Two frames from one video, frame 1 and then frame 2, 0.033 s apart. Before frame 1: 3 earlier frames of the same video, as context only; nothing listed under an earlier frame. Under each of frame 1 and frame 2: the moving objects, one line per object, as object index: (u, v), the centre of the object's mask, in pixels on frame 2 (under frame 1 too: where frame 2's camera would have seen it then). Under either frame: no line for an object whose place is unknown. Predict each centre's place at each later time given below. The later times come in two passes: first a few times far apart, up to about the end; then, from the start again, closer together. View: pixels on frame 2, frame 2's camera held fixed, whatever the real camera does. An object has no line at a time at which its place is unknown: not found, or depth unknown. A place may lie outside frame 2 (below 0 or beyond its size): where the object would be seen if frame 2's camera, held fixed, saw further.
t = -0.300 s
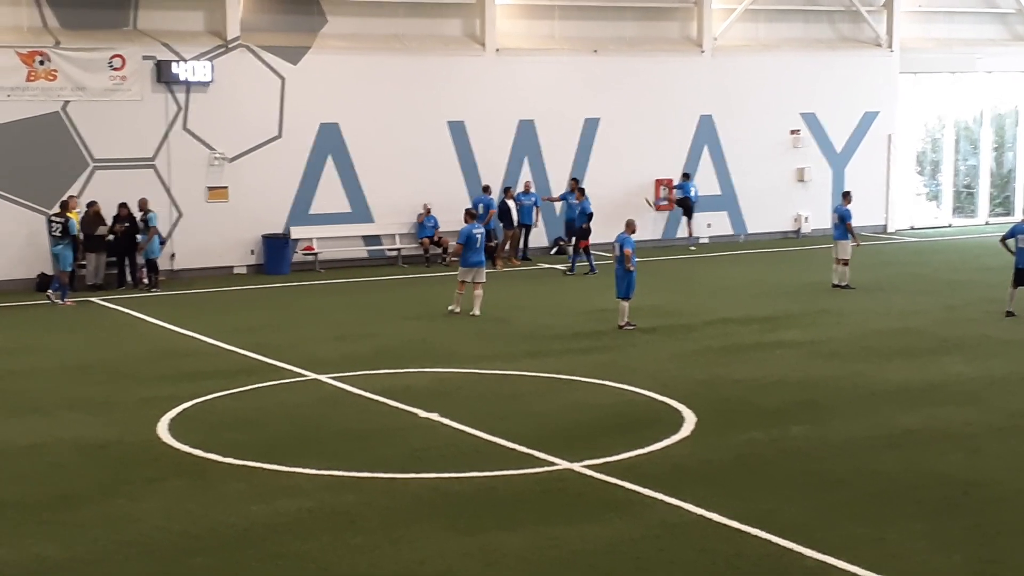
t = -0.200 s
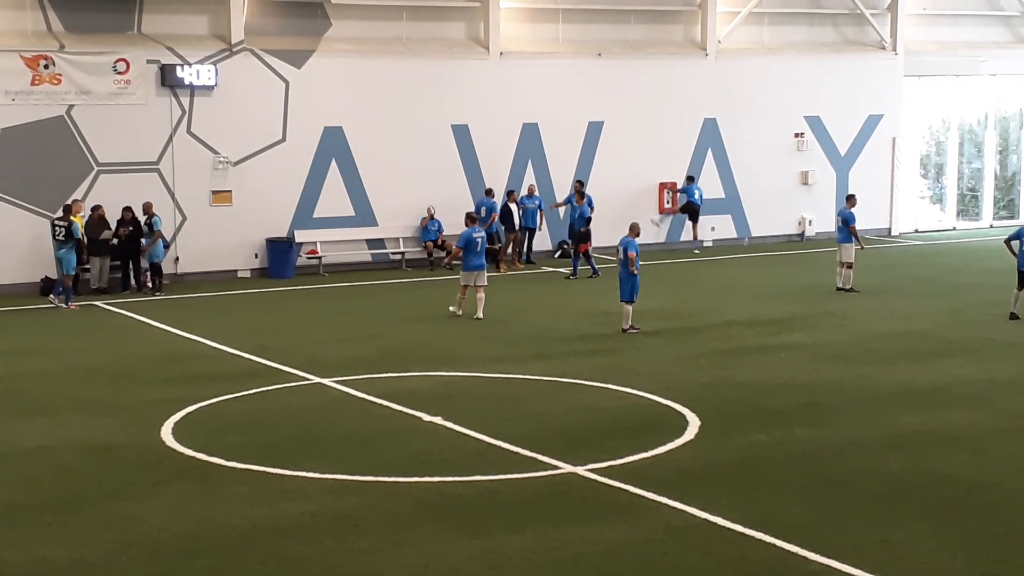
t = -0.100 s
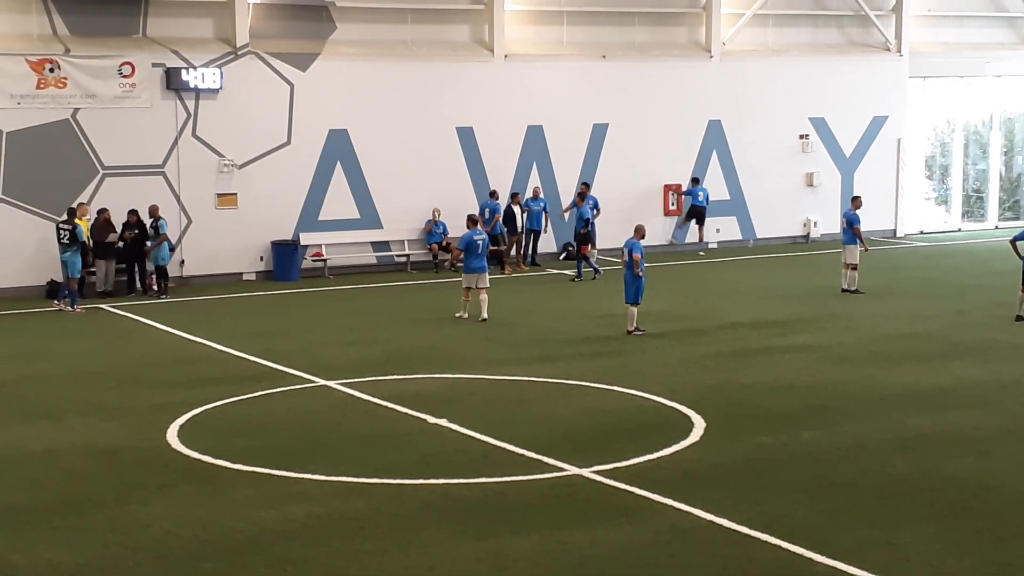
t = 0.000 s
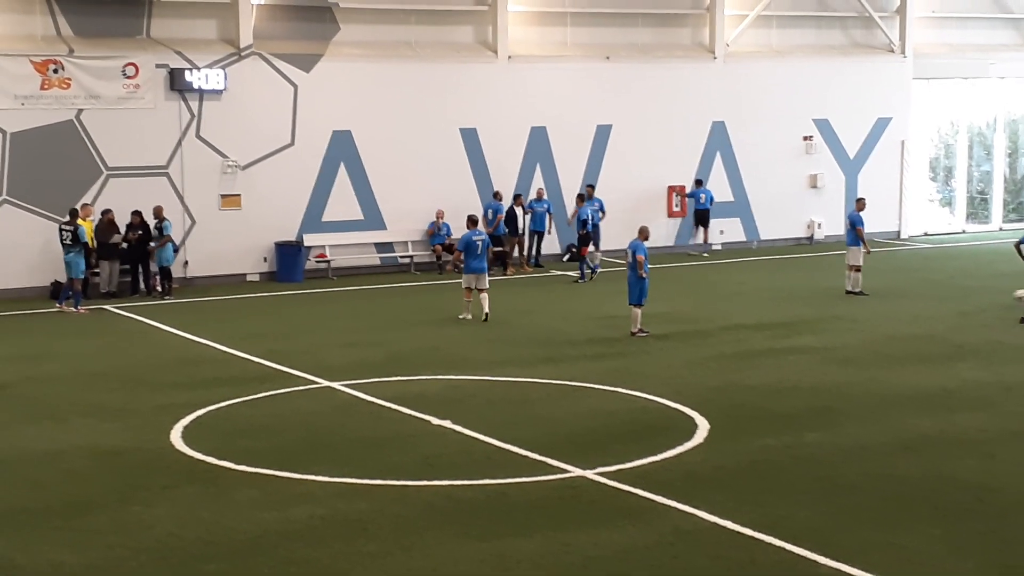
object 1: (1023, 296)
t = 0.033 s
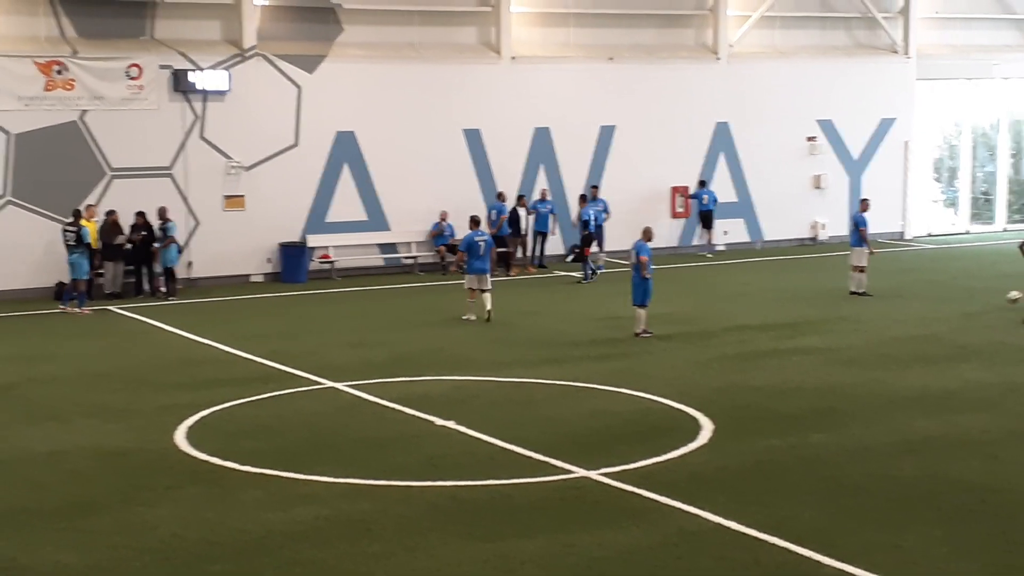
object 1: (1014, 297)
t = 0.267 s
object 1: (922, 321)
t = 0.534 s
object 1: (816, 345)
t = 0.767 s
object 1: (725, 368)
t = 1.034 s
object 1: (621, 396)
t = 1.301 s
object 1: (514, 428)
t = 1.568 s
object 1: (392, 457)
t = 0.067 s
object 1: (1001, 298)
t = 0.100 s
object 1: (989, 300)
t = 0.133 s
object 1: (977, 303)
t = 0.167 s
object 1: (964, 307)
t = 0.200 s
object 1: (950, 310)
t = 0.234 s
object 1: (936, 315)
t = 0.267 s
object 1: (922, 321)
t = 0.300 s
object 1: (908, 328)
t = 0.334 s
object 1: (894, 329)
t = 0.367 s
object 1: (882, 330)
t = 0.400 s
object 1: (870, 331)
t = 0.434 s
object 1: (858, 334)
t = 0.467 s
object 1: (845, 336)
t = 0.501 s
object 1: (831, 341)
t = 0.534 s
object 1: (816, 345)
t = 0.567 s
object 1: (802, 352)
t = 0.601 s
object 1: (788, 358)
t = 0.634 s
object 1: (776, 360)
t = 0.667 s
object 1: (763, 361)
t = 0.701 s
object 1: (750, 362)
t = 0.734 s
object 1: (738, 363)
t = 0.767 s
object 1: (725, 368)
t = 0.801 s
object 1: (710, 372)
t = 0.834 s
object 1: (696, 380)
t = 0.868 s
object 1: (683, 387)
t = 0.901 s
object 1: (671, 388)
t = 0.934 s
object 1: (660, 387)
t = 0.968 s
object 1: (649, 388)
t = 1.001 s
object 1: (635, 391)
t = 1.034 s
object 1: (621, 396)
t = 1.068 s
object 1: (609, 402)
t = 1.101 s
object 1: (597, 407)
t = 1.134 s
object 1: (584, 409)
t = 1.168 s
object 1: (570, 411)
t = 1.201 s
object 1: (556, 413)
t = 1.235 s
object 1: (543, 417)
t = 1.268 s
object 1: (528, 422)
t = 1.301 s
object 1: (514, 428)
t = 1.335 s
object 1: (500, 430)
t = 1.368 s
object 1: (488, 430)
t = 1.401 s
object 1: (470, 434)
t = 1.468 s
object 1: (439, 444)
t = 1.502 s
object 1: (424, 449)
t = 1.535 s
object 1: (408, 454)
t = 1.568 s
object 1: (392, 457)
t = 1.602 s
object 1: (375, 461)
